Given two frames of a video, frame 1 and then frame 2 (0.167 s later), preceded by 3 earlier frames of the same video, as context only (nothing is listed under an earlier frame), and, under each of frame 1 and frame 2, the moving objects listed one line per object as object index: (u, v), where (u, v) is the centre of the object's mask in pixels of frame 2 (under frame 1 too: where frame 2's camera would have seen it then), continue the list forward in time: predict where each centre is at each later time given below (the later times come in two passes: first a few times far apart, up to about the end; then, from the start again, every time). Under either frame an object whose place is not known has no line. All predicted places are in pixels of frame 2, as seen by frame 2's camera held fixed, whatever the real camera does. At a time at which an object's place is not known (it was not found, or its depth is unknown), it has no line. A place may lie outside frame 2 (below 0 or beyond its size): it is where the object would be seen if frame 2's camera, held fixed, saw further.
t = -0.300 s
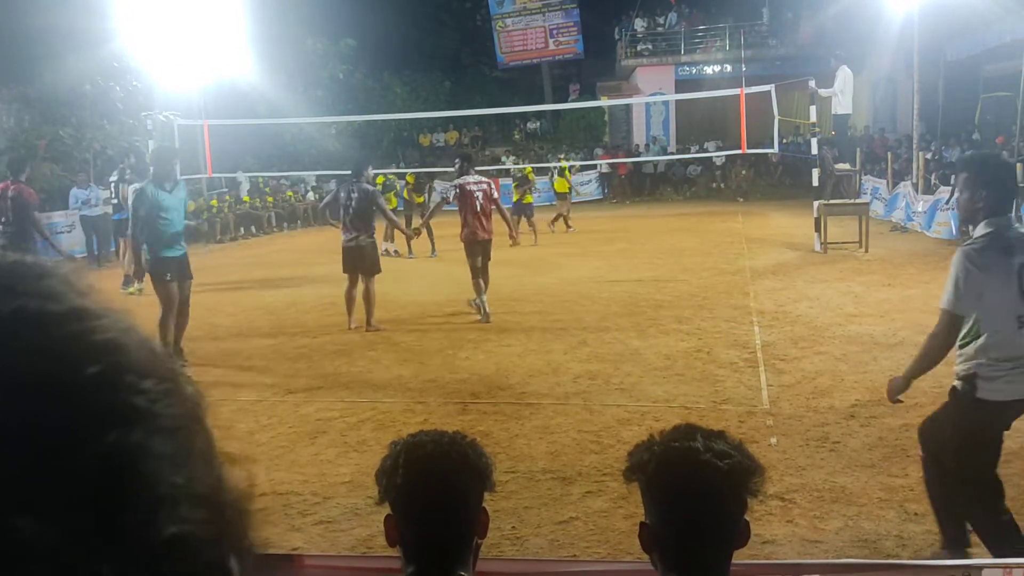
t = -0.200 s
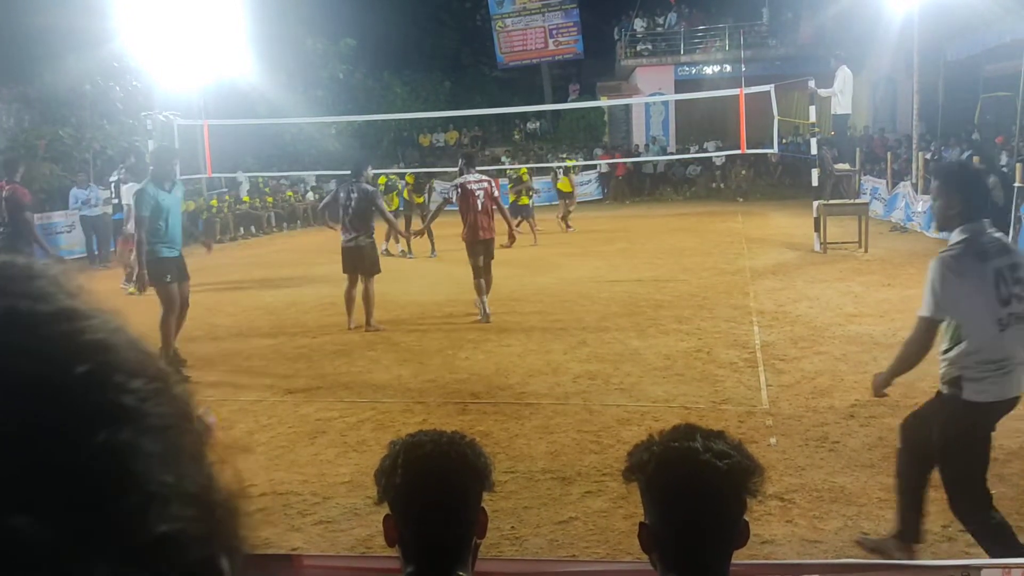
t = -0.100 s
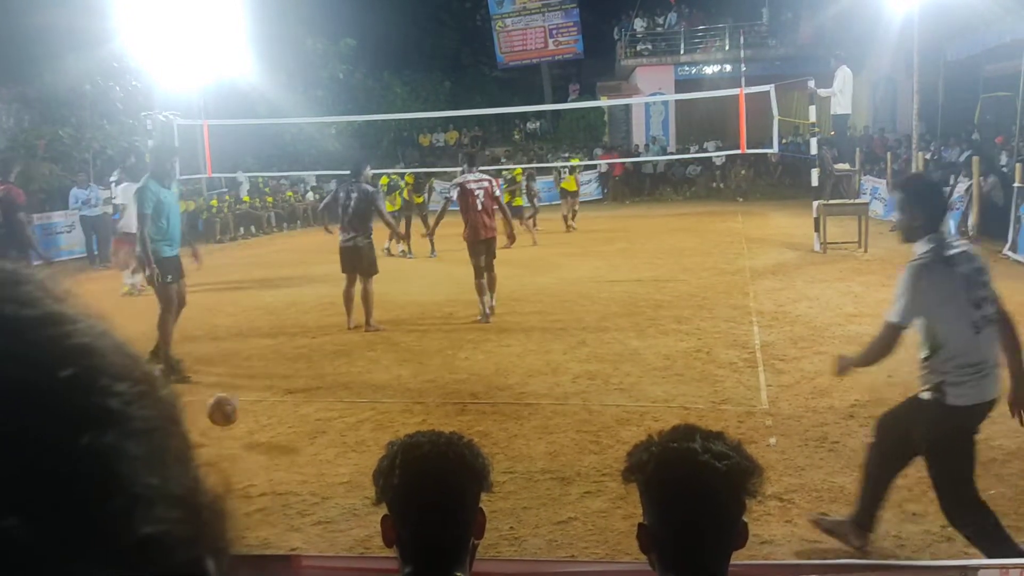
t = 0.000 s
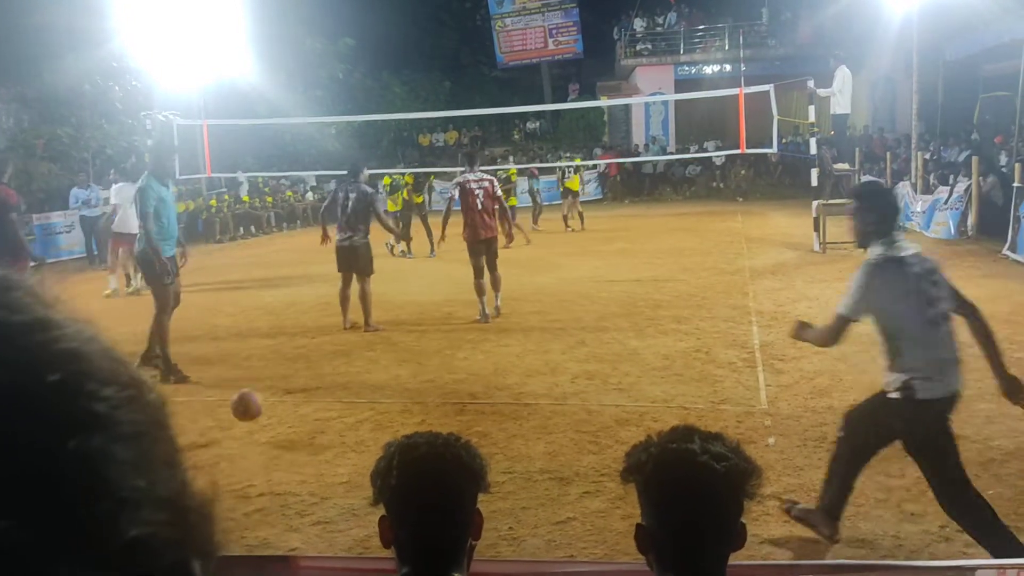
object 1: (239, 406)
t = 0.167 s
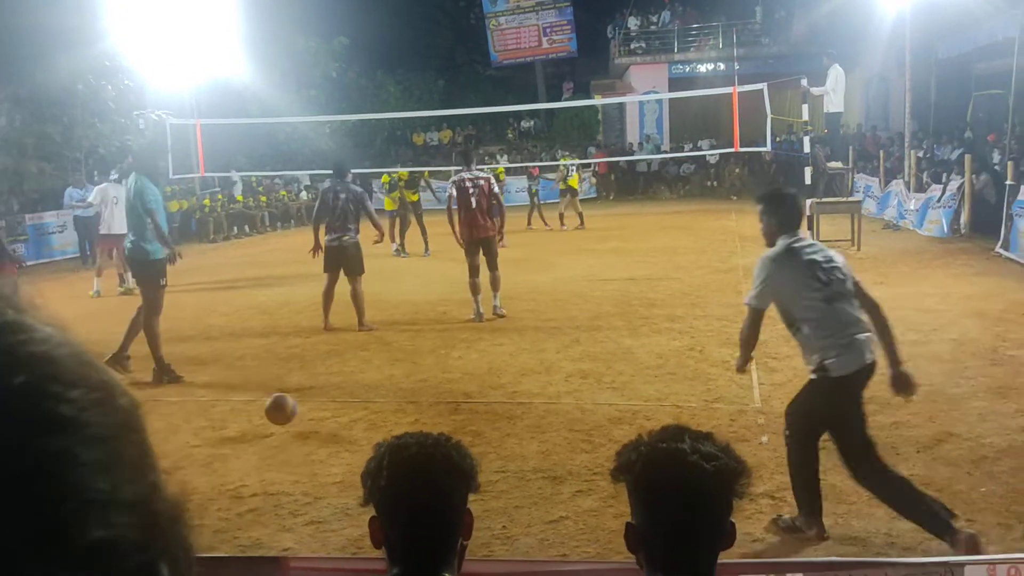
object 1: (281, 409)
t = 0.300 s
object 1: (310, 399)
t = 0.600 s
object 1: (373, 398)
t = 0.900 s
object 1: (432, 398)
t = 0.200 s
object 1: (288, 404)
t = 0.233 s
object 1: (295, 401)
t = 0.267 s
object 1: (302, 399)
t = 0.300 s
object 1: (310, 399)
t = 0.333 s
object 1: (317, 401)
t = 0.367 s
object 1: (325, 404)
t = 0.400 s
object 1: (333, 410)
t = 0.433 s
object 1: (340, 404)
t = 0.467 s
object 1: (346, 400)
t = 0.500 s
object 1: (353, 397)
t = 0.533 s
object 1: (359, 396)
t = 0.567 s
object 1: (366, 396)
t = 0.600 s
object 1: (373, 398)
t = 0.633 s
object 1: (380, 401)
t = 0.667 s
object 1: (387, 404)
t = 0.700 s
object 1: (393, 399)
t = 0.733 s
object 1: (398, 396)
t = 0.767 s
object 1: (405, 394)
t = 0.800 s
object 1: (411, 394)
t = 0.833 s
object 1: (418, 395)
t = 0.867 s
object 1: (425, 398)
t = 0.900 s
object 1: (432, 398)
